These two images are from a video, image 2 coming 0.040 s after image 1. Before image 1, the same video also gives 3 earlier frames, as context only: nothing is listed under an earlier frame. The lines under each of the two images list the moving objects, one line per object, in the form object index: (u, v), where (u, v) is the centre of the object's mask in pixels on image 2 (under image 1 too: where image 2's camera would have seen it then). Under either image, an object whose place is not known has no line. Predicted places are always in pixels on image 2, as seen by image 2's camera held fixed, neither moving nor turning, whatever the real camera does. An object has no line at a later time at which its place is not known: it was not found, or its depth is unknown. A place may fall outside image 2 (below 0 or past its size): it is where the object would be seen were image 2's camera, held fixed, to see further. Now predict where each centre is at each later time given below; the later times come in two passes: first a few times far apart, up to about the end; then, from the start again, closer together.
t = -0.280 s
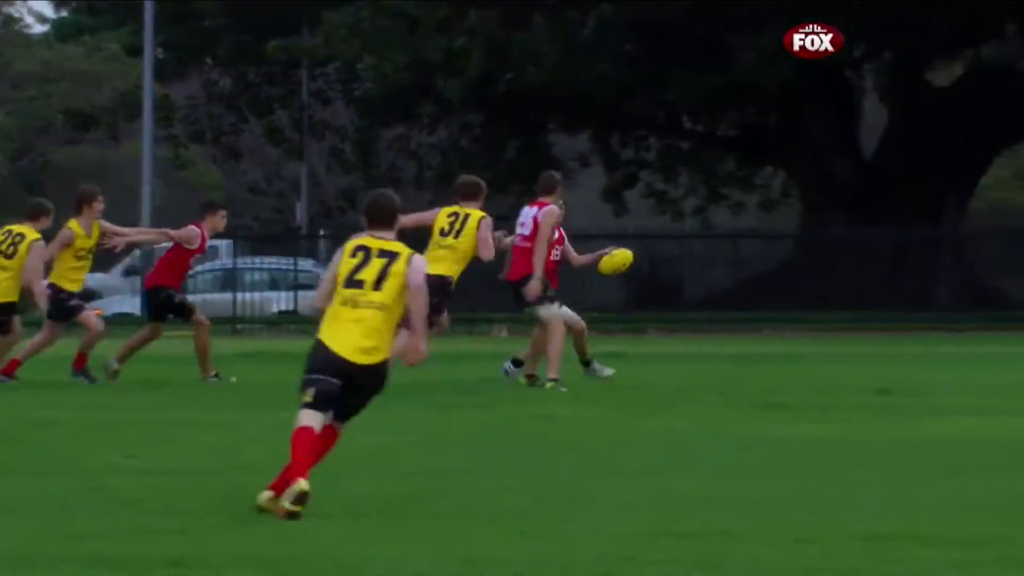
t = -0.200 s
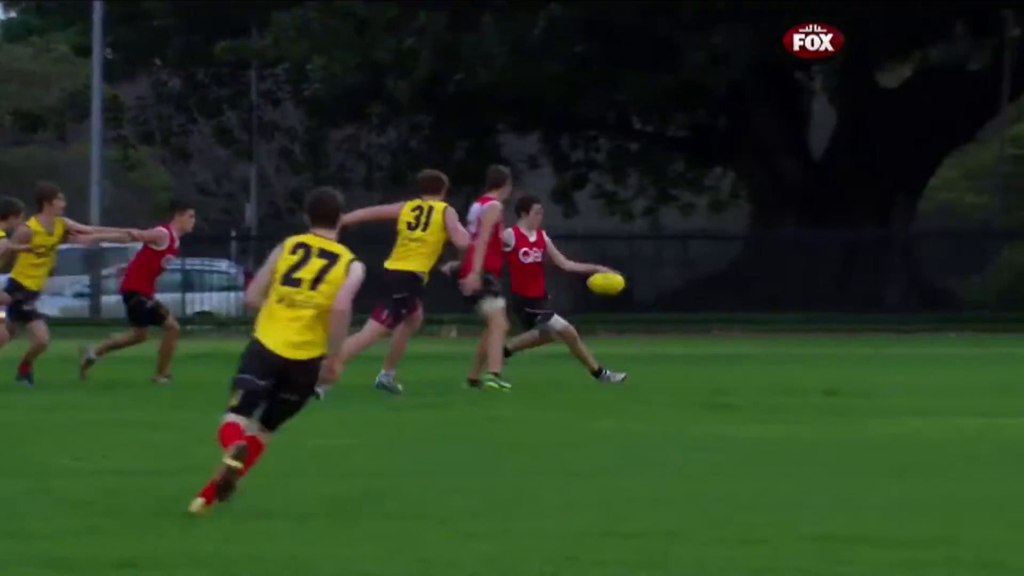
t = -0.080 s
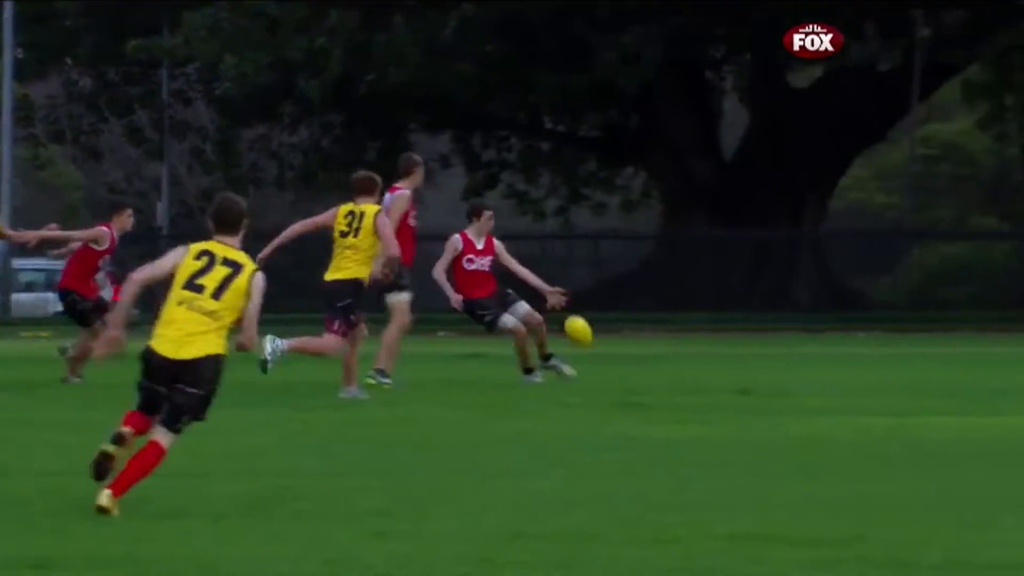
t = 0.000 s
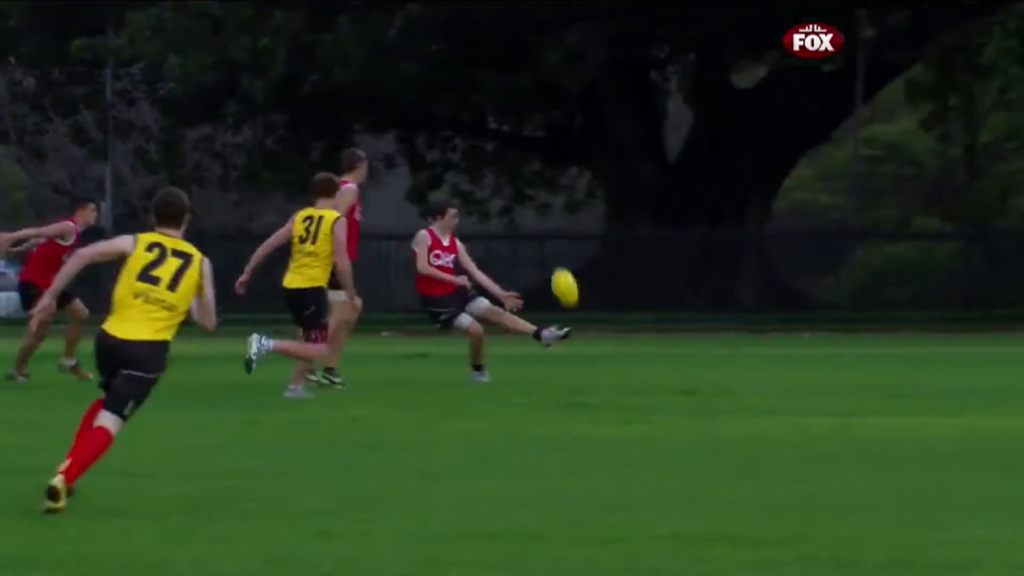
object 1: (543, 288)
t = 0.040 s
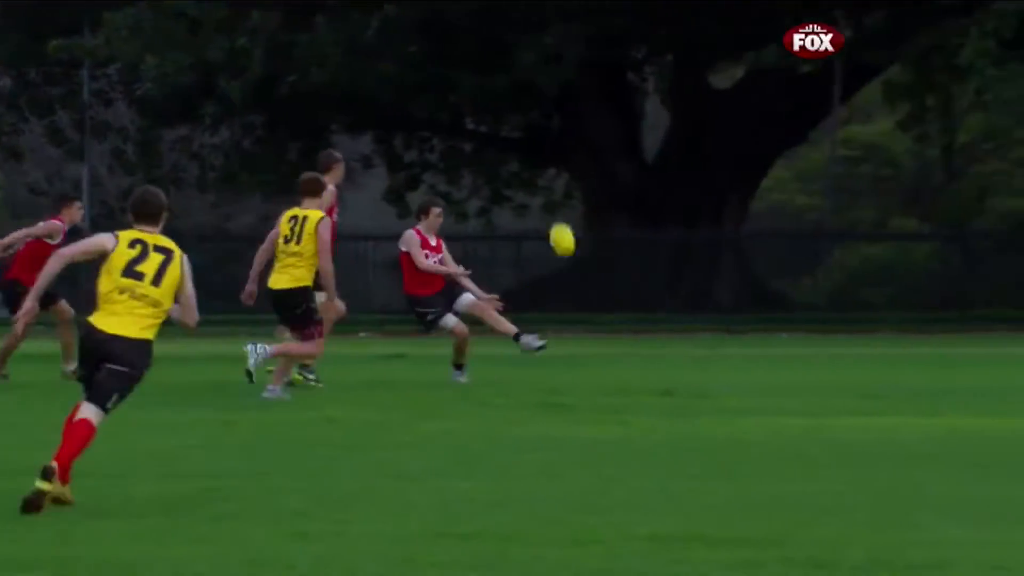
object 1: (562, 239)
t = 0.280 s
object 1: (676, -4)
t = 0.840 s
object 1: (947, -251)
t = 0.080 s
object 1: (581, 192)
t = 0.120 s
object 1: (601, 148)
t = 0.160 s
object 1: (620, 106)
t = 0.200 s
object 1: (639, 66)
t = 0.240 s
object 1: (658, 30)
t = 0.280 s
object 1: (676, -4)
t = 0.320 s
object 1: (696, -34)
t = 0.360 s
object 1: (716, -64)
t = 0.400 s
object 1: (737, -92)
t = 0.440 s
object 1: (757, -118)
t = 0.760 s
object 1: (908, -247)
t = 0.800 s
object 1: (927, -250)
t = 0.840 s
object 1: (947, -251)
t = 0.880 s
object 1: (968, -249)
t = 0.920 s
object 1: (988, -245)
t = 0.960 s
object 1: (1008, -238)
